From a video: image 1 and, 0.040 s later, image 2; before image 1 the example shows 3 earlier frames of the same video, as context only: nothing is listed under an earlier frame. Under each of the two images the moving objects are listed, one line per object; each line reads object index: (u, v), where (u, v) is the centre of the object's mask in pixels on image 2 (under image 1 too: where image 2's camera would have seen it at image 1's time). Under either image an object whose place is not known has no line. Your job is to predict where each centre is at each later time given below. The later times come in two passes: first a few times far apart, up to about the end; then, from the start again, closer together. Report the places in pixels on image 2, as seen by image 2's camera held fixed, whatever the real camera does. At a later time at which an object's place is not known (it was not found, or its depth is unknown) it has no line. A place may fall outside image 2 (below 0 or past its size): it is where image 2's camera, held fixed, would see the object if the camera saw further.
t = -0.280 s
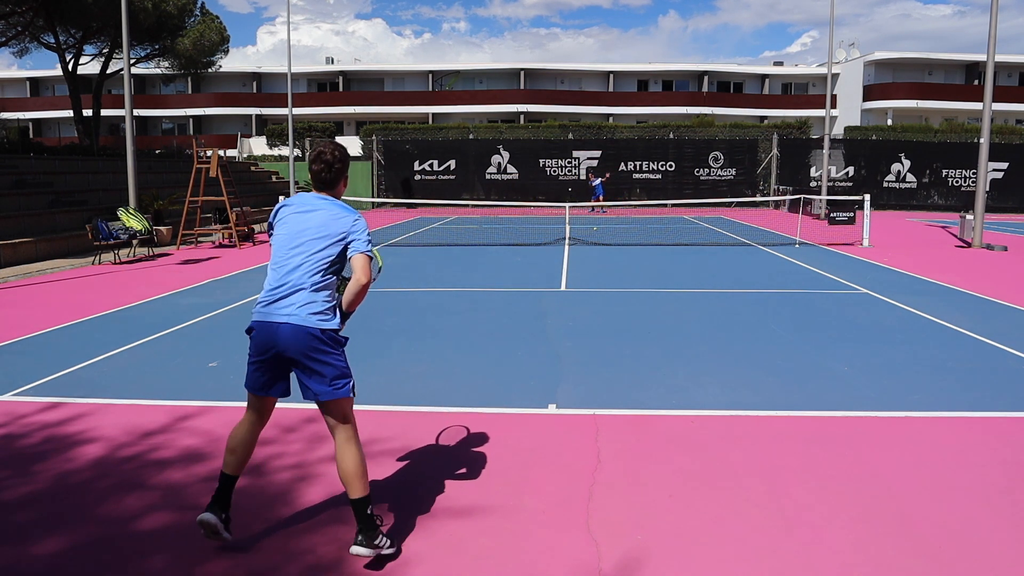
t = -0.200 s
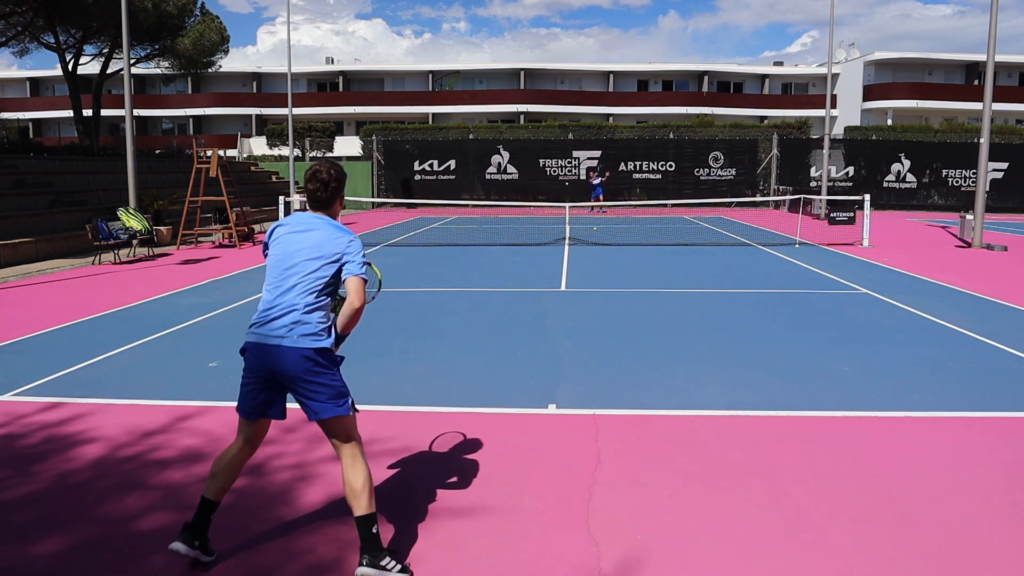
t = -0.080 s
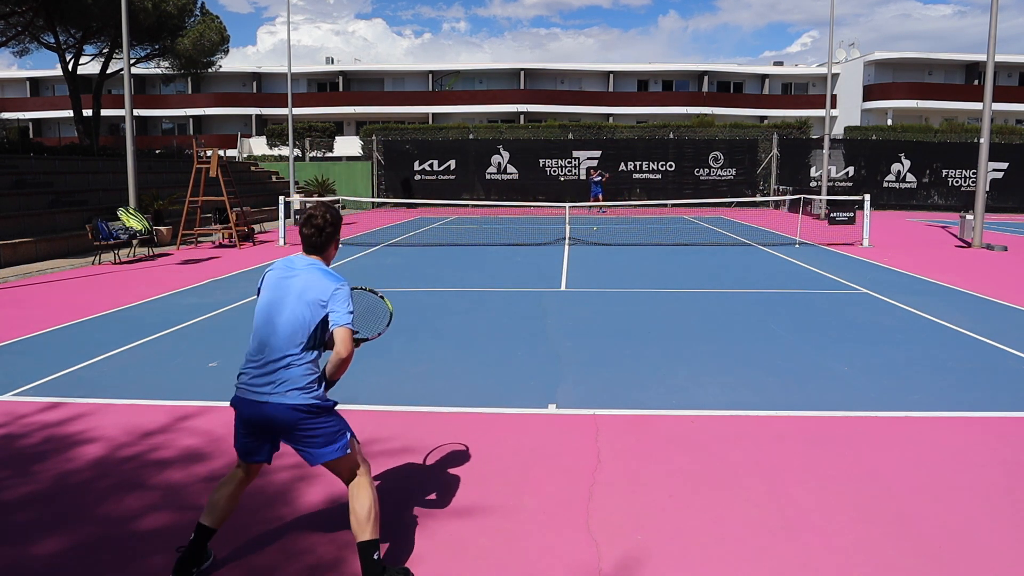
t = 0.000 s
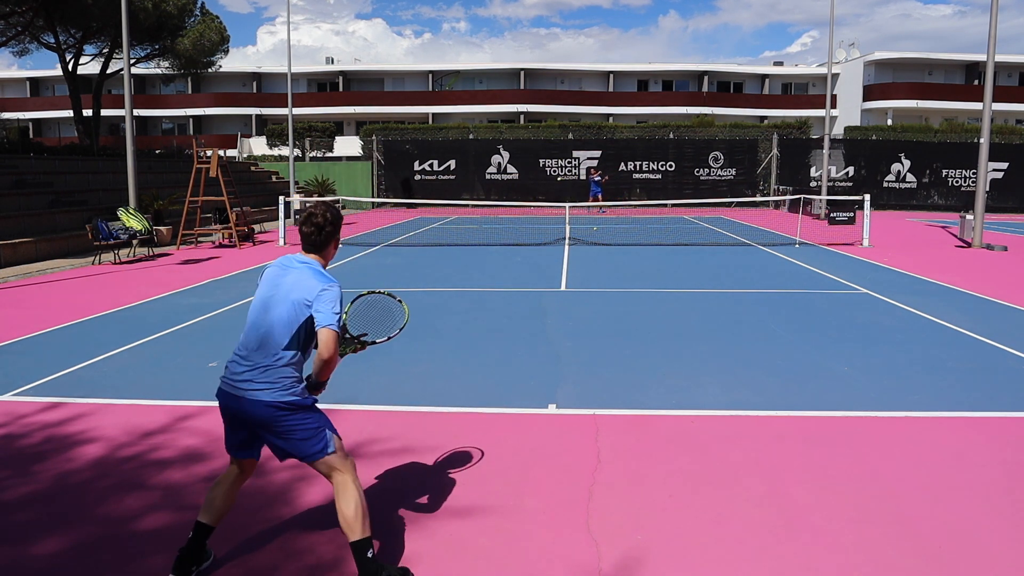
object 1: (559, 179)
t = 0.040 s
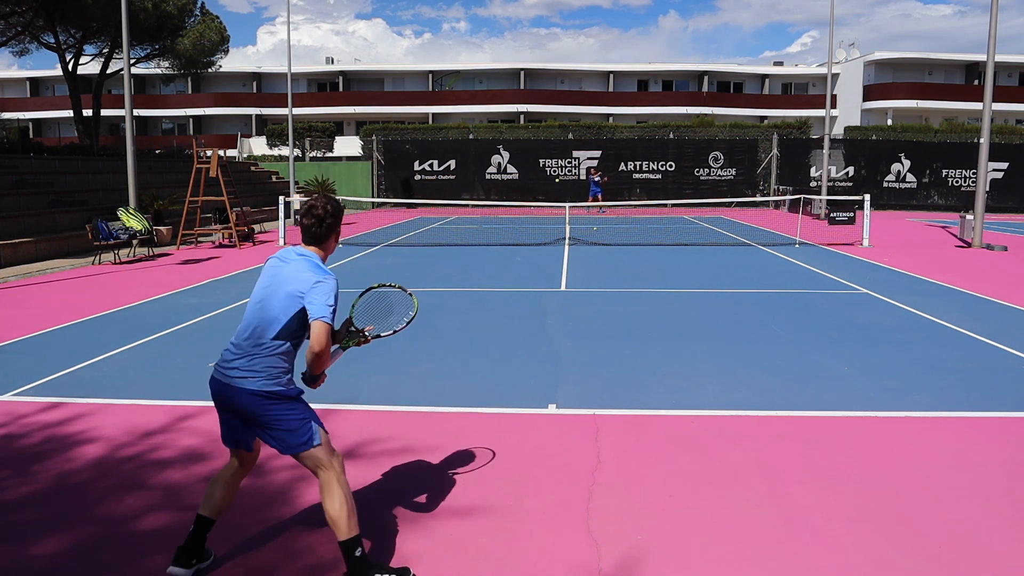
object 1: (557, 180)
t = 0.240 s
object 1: (546, 205)
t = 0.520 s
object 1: (521, 302)
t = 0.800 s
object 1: (492, 293)
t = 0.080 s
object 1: (555, 182)
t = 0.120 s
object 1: (553, 186)
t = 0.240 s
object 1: (546, 205)
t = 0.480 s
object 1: (524, 307)
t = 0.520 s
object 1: (521, 302)
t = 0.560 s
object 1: (518, 295)
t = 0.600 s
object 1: (515, 289)
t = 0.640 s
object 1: (511, 286)
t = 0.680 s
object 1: (507, 284)
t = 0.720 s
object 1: (503, 284)
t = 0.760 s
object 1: (498, 287)
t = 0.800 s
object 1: (492, 293)
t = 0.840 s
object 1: (485, 304)
